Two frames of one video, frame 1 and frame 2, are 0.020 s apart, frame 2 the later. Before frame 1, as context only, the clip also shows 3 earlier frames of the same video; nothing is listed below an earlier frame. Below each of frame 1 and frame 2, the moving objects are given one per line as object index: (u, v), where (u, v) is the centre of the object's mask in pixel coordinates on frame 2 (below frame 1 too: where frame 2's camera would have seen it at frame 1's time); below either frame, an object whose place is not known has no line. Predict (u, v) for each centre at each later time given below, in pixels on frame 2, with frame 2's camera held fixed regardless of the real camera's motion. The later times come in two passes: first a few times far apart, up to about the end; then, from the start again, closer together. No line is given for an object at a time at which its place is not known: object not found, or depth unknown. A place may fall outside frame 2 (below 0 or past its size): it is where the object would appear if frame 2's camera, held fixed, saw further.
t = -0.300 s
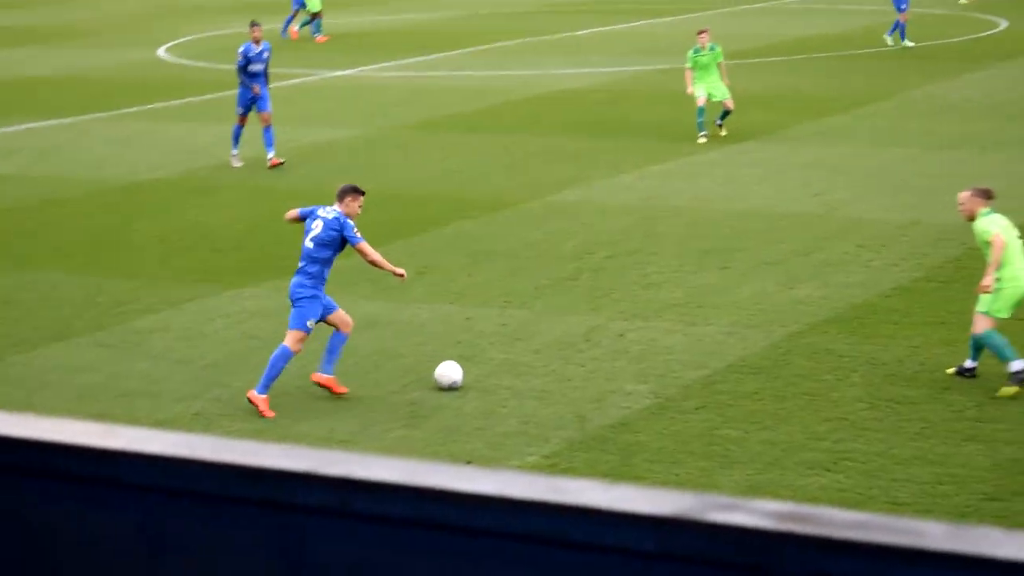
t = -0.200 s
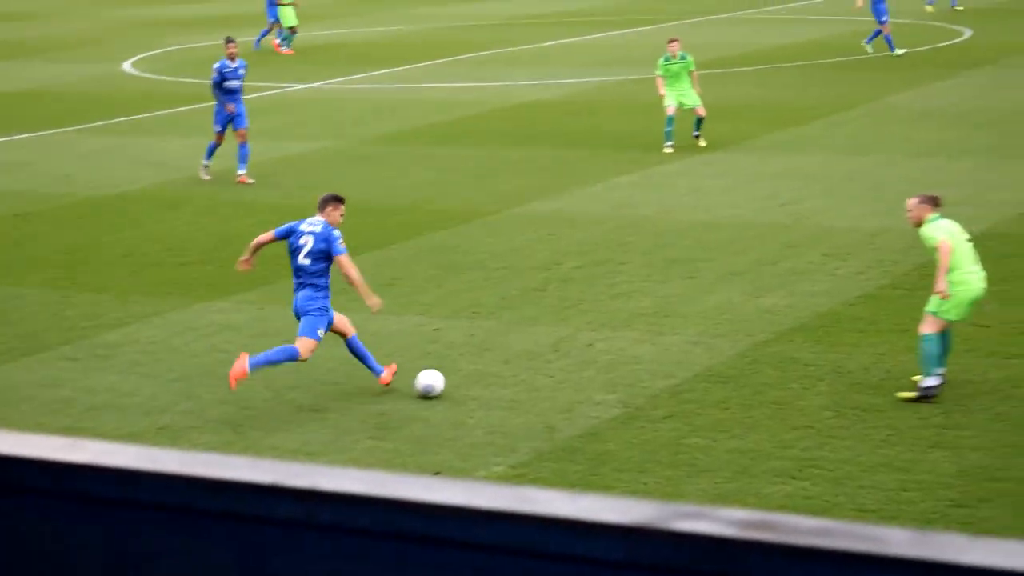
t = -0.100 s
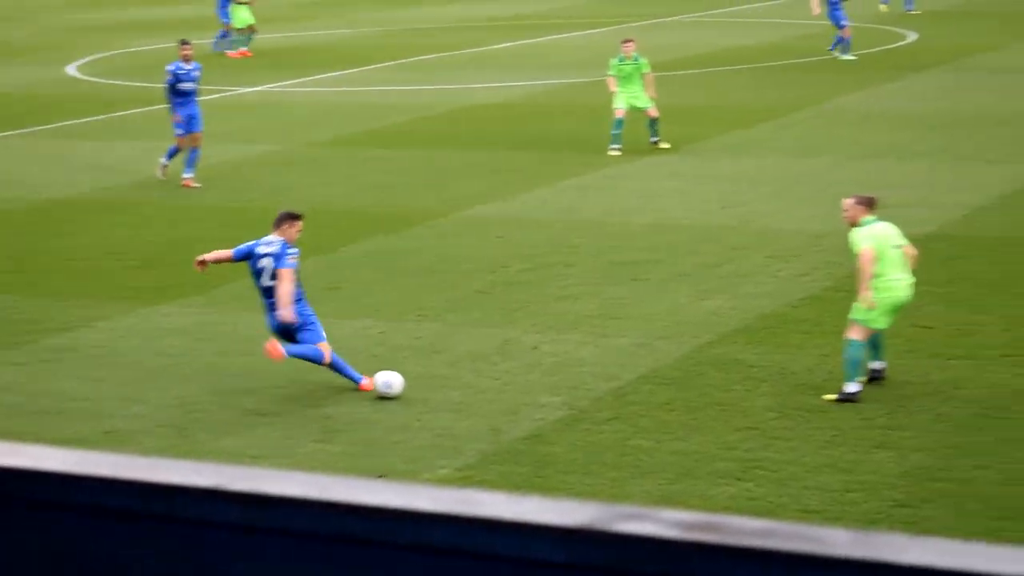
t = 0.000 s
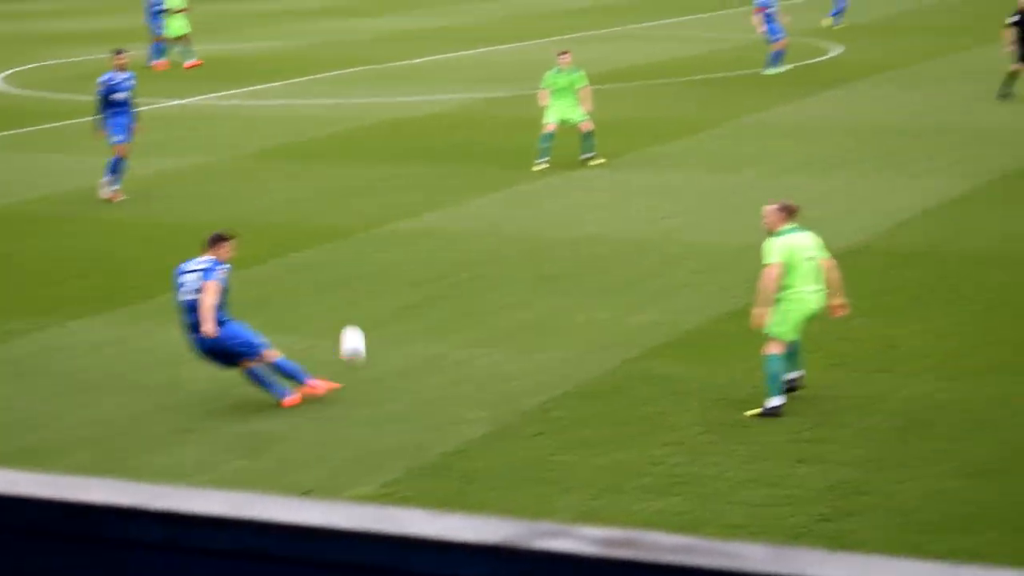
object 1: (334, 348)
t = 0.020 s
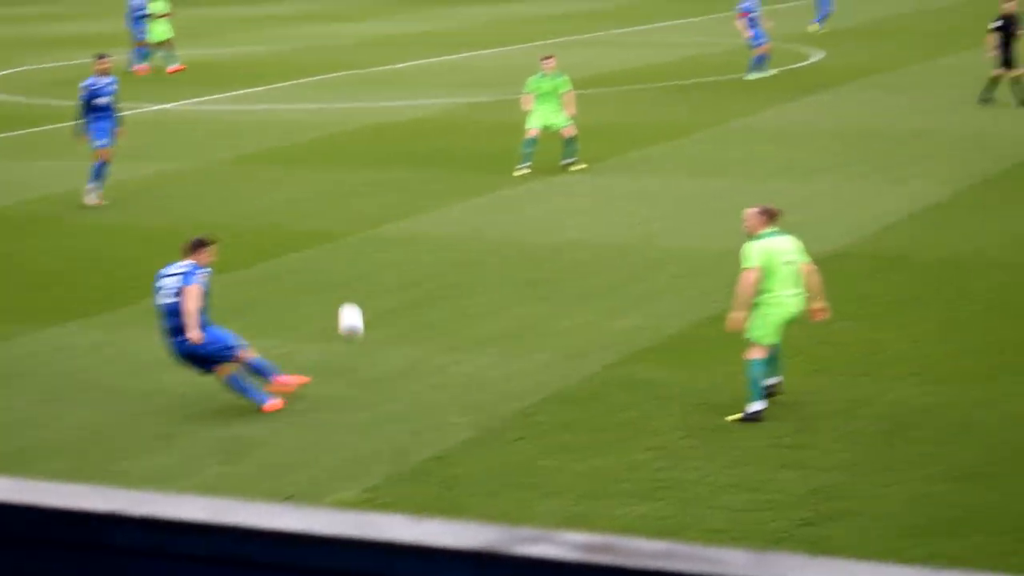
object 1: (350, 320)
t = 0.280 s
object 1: (512, 66)
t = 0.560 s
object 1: (613, -70)
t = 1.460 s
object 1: (781, -146)
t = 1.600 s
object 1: (800, -131)
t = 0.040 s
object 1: (365, 294)
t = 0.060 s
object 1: (381, 268)
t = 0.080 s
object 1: (395, 245)
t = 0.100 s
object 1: (409, 223)
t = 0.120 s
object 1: (422, 201)
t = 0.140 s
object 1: (435, 182)
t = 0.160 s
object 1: (447, 162)
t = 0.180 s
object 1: (459, 144)
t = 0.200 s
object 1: (470, 127)
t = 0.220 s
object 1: (481, 111)
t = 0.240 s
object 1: (492, 95)
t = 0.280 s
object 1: (512, 66)
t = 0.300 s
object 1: (521, 53)
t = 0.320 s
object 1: (530, 40)
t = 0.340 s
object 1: (538, 28)
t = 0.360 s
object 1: (546, 16)
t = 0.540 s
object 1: (608, -64)
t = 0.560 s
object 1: (613, -70)
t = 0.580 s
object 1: (619, -77)
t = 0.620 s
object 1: (630, -89)
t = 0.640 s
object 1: (635, -95)
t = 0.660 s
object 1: (640, -100)
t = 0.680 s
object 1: (645, -105)
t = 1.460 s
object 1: (781, -146)
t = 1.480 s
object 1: (784, -145)
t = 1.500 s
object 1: (787, -144)
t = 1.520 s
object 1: (789, -141)
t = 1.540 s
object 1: (792, -139)
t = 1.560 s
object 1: (795, -136)
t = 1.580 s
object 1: (798, -134)
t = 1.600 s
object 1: (800, -131)
